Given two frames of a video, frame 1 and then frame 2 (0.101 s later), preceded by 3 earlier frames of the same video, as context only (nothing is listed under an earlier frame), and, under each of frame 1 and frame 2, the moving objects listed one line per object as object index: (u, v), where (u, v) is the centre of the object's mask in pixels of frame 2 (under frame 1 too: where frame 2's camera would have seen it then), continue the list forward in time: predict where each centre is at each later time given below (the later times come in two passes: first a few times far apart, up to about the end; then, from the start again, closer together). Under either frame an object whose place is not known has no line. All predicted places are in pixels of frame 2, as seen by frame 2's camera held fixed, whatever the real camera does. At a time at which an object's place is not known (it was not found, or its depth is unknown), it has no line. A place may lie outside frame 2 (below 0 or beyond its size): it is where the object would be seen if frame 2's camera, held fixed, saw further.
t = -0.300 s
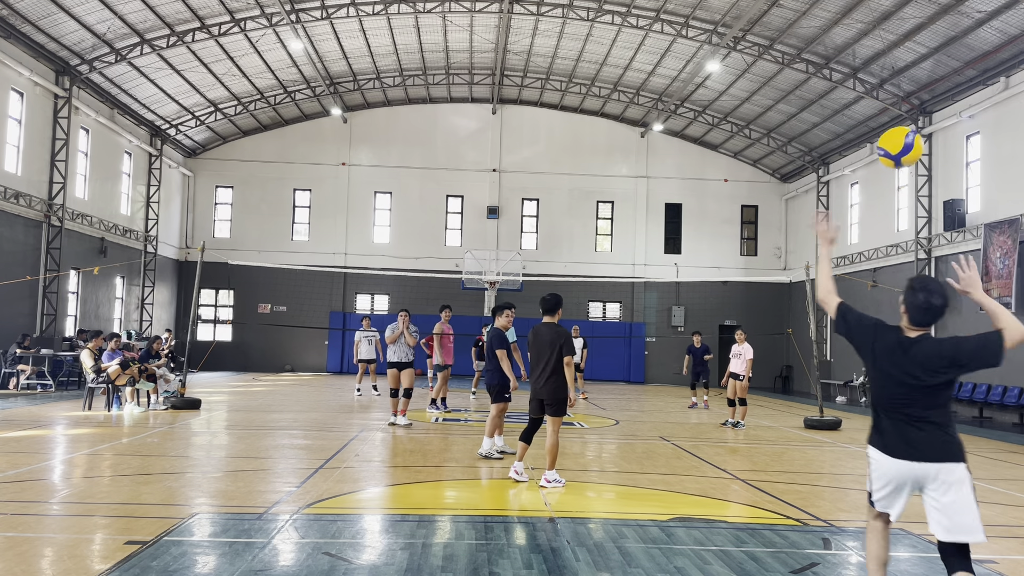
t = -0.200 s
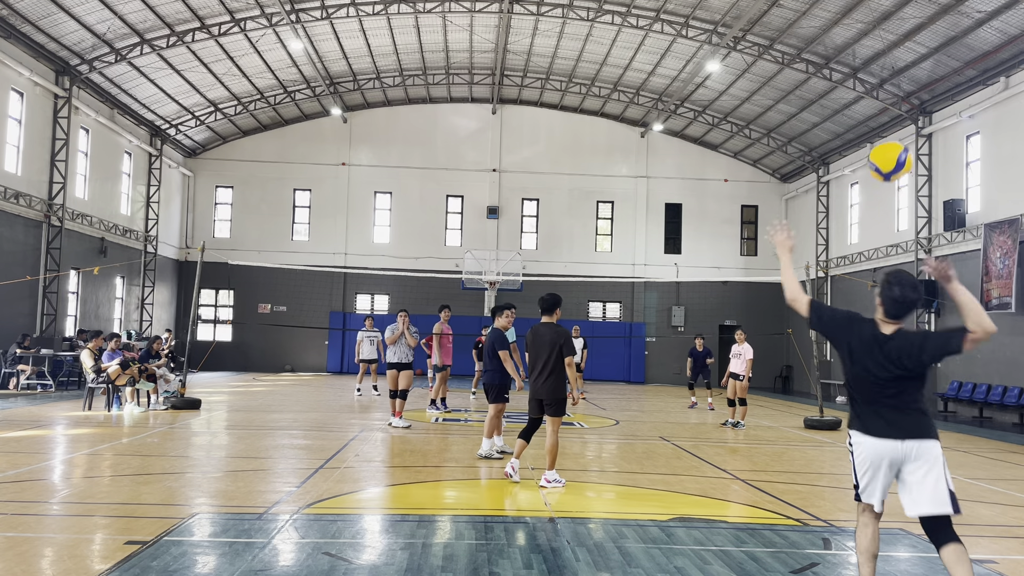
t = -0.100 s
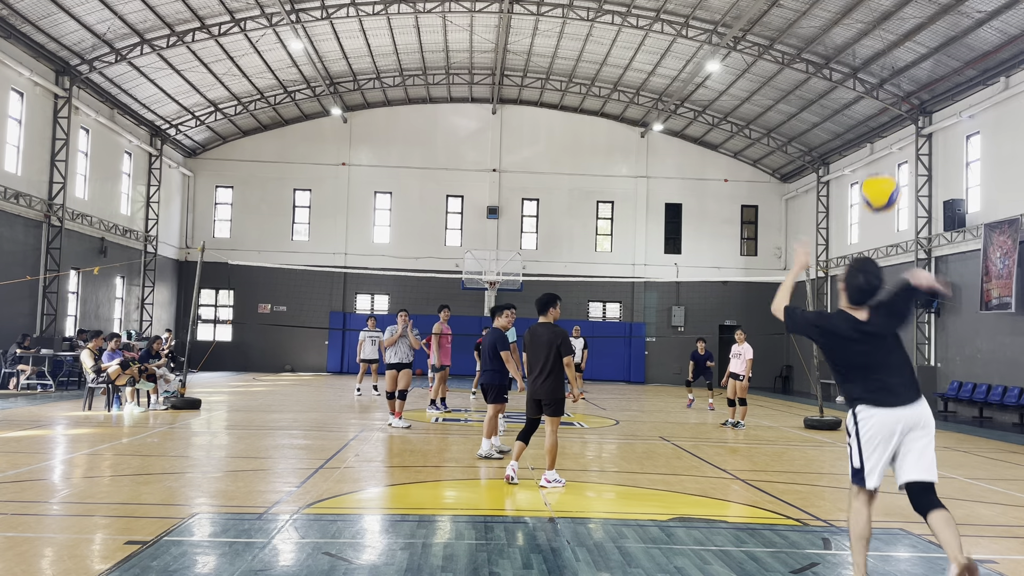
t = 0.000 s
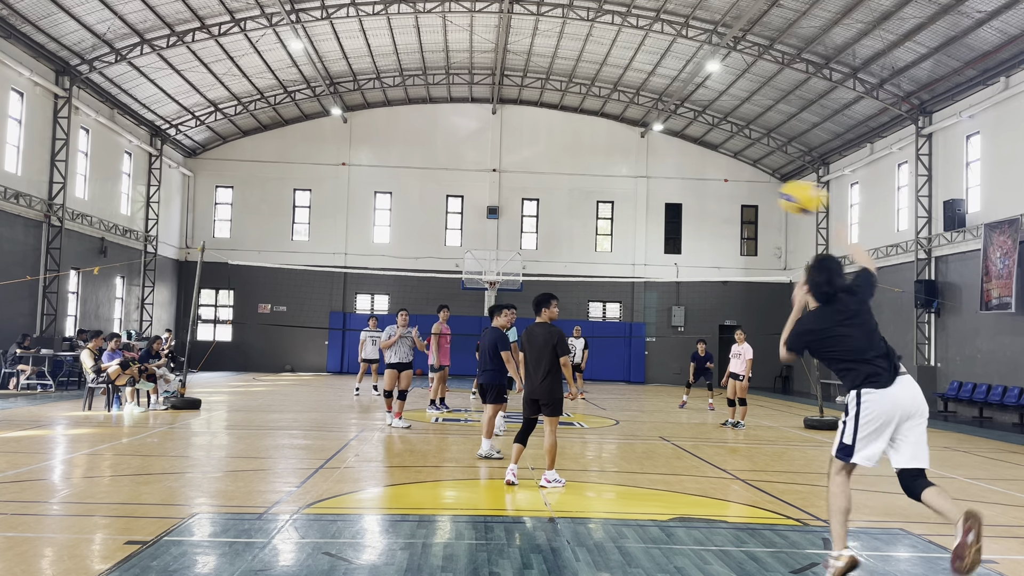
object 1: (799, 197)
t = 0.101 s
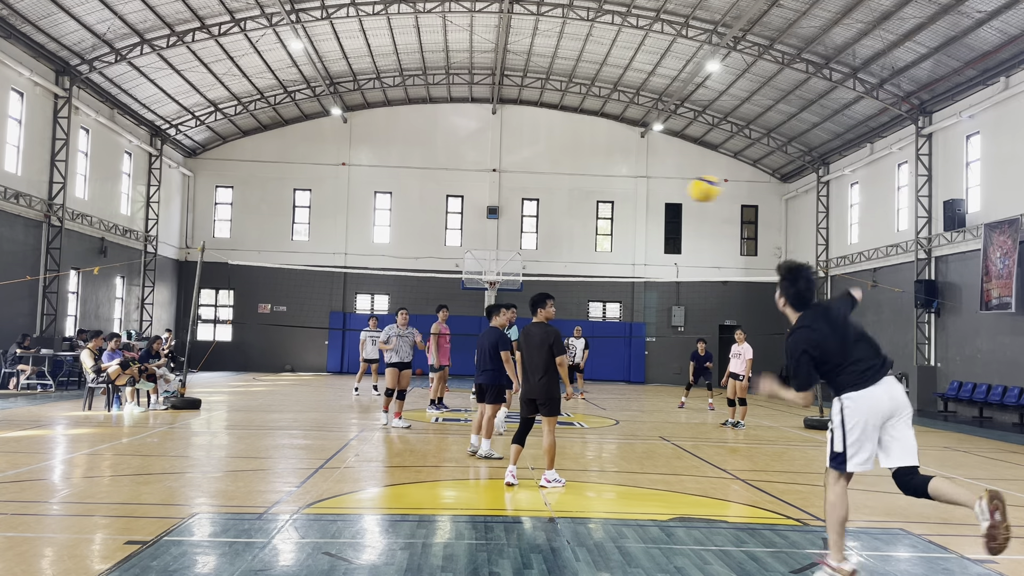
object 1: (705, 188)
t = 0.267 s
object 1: (612, 203)
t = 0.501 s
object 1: (544, 247)
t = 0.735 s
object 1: (508, 297)
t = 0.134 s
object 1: (681, 190)
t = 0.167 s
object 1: (661, 191)
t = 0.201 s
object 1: (643, 194)
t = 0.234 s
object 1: (626, 198)
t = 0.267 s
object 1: (612, 203)
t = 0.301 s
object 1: (599, 208)
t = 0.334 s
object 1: (587, 214)
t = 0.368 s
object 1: (577, 220)
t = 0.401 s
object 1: (568, 226)
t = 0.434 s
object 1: (559, 233)
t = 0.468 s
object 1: (551, 239)
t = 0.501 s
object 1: (544, 247)
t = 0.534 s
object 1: (536, 253)
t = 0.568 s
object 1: (530, 260)
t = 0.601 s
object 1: (525, 268)
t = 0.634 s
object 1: (519, 276)
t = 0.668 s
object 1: (514, 284)
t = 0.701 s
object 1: (511, 290)
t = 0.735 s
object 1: (508, 297)
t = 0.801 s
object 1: (504, 310)
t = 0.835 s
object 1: (504, 316)
